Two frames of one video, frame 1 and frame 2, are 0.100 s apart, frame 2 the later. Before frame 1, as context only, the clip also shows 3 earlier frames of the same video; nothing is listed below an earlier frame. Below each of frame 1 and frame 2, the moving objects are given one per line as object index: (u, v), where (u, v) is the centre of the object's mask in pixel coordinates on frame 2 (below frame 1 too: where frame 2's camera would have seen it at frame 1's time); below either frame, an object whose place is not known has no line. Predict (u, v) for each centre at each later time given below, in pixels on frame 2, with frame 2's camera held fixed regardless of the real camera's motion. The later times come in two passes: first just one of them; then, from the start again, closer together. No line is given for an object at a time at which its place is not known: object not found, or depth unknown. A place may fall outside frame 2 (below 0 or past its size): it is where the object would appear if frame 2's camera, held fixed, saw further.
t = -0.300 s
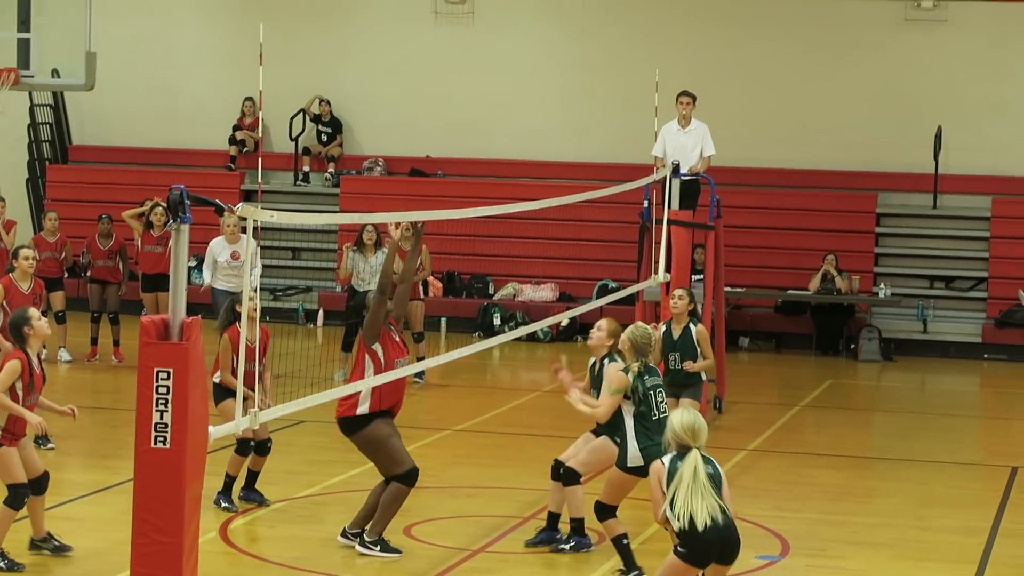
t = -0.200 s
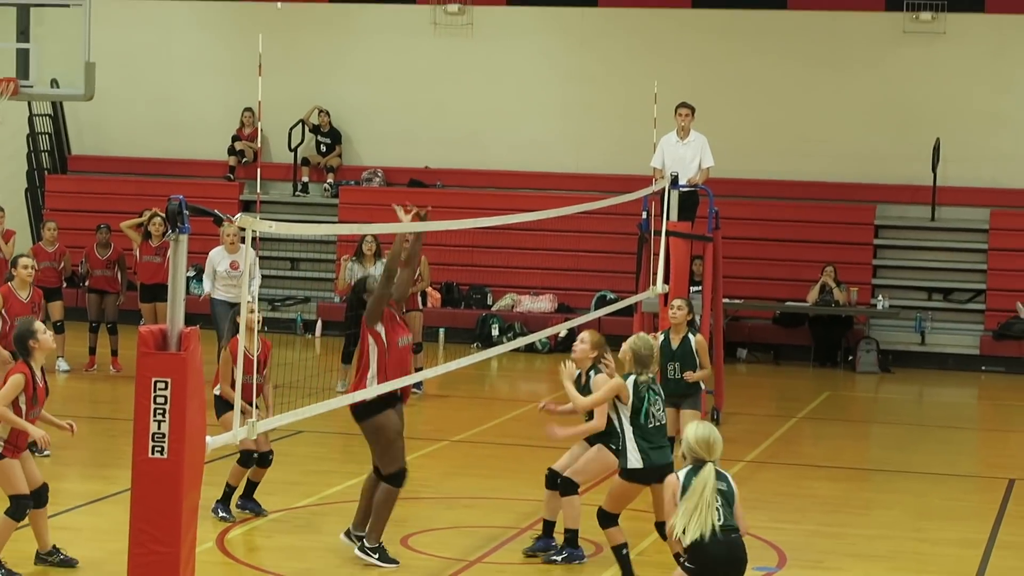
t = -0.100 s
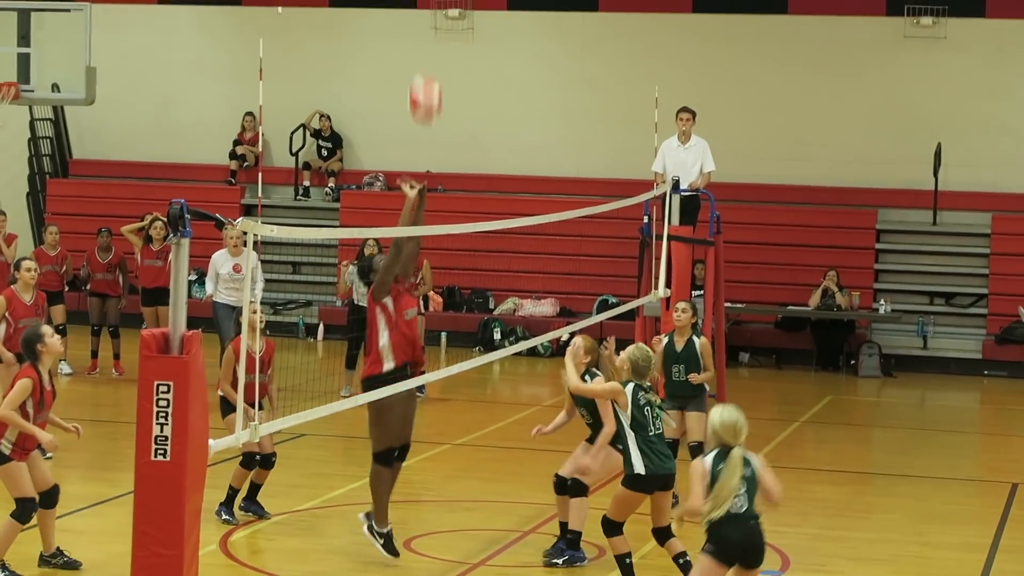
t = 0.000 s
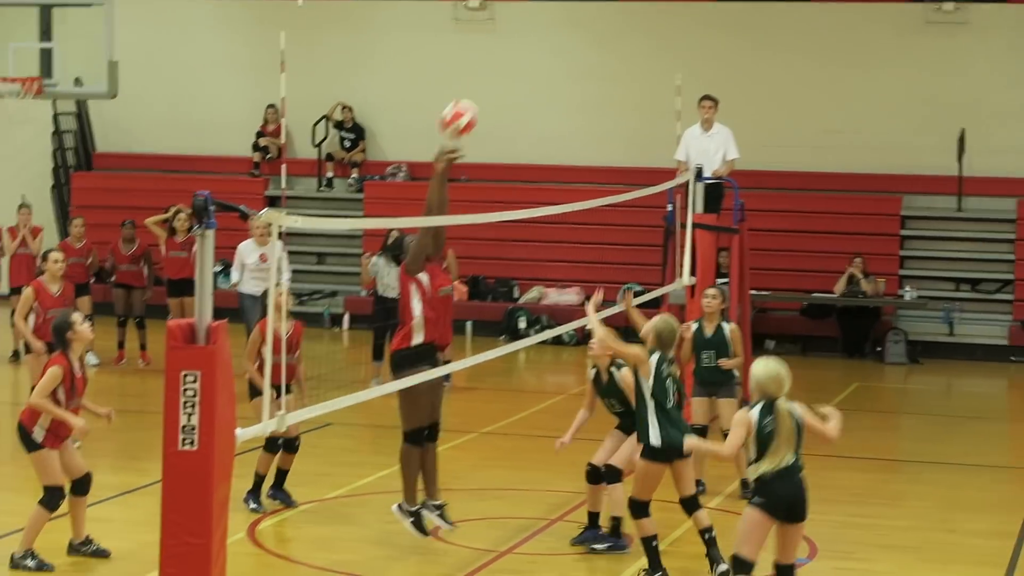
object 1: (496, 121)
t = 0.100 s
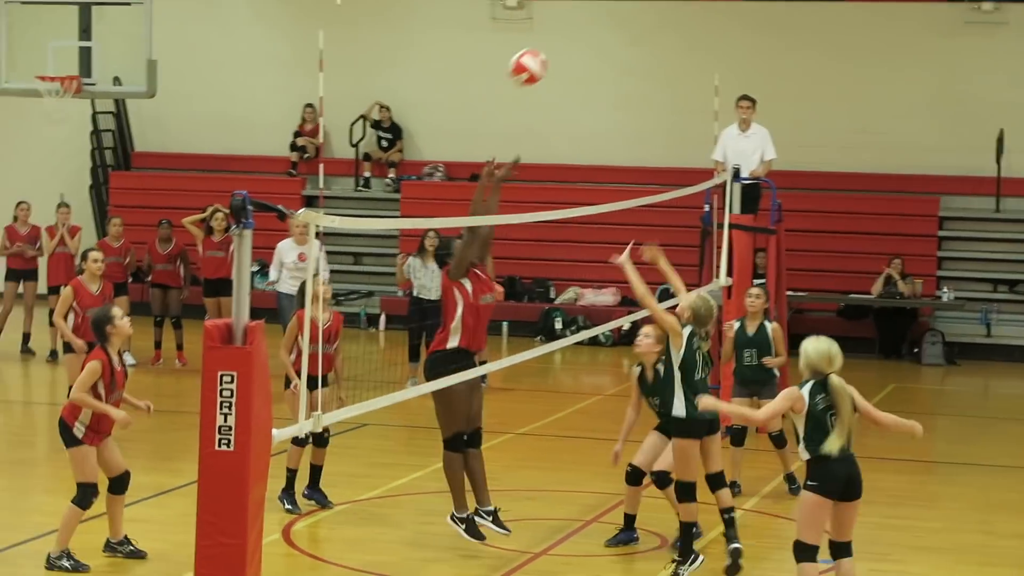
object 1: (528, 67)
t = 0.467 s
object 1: (645, 7)
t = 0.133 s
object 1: (541, 50)
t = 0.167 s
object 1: (552, 39)
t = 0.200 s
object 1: (562, 29)
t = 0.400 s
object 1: (624, 1)
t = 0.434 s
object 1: (634, 3)
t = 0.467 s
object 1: (645, 7)
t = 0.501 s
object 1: (656, 12)
